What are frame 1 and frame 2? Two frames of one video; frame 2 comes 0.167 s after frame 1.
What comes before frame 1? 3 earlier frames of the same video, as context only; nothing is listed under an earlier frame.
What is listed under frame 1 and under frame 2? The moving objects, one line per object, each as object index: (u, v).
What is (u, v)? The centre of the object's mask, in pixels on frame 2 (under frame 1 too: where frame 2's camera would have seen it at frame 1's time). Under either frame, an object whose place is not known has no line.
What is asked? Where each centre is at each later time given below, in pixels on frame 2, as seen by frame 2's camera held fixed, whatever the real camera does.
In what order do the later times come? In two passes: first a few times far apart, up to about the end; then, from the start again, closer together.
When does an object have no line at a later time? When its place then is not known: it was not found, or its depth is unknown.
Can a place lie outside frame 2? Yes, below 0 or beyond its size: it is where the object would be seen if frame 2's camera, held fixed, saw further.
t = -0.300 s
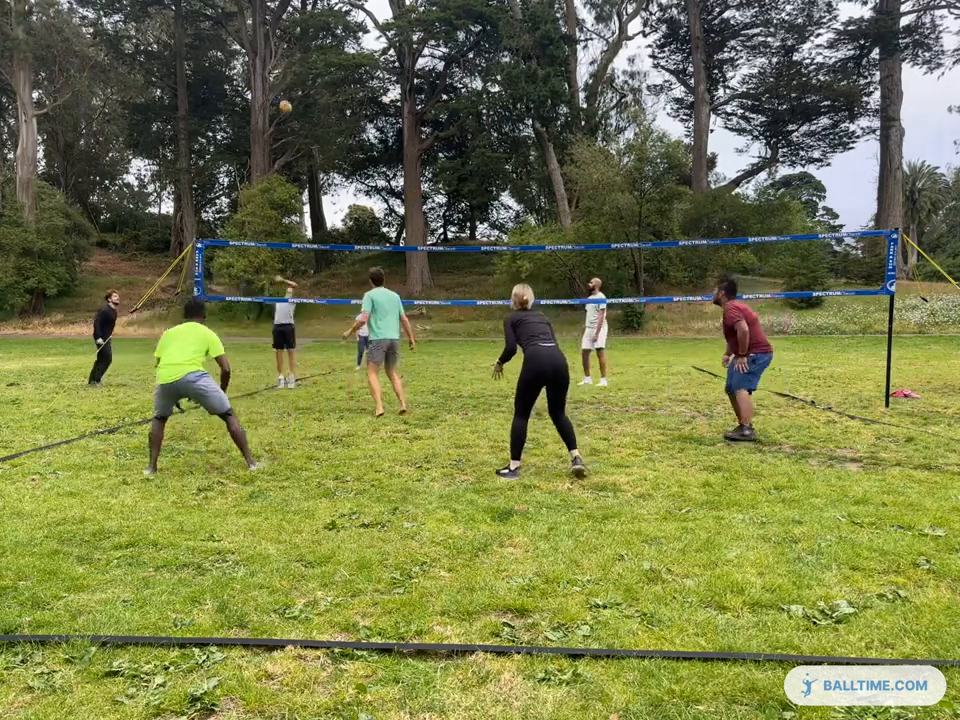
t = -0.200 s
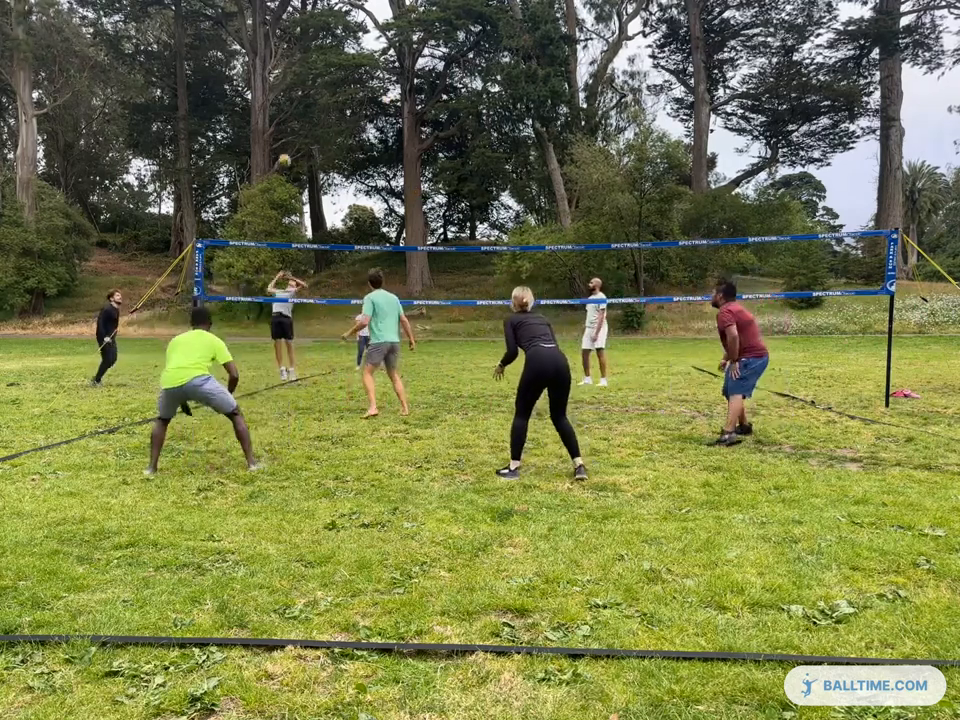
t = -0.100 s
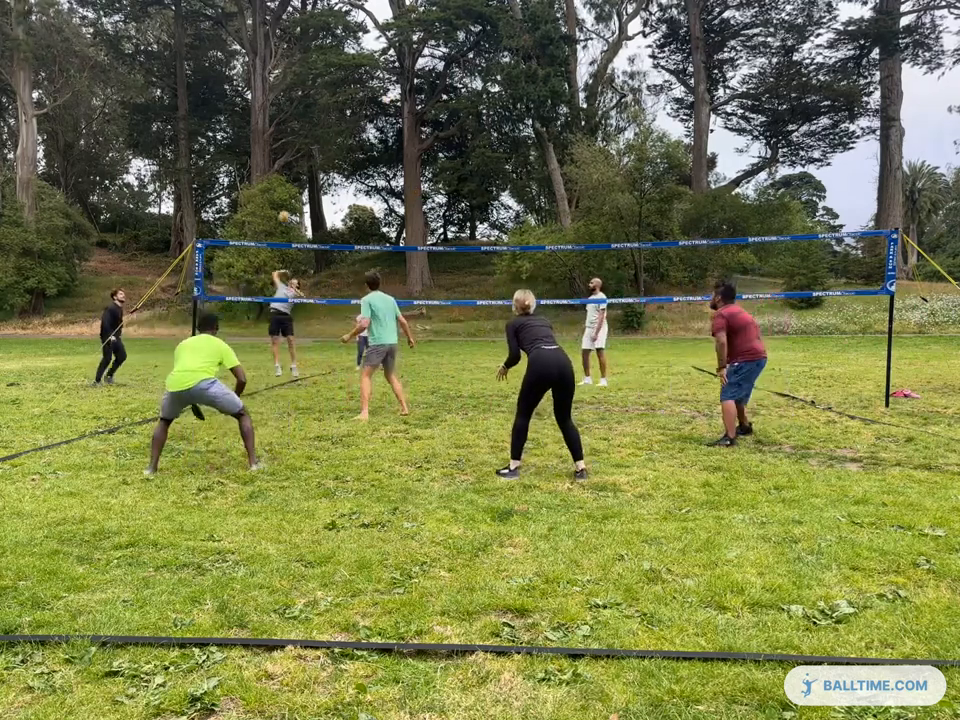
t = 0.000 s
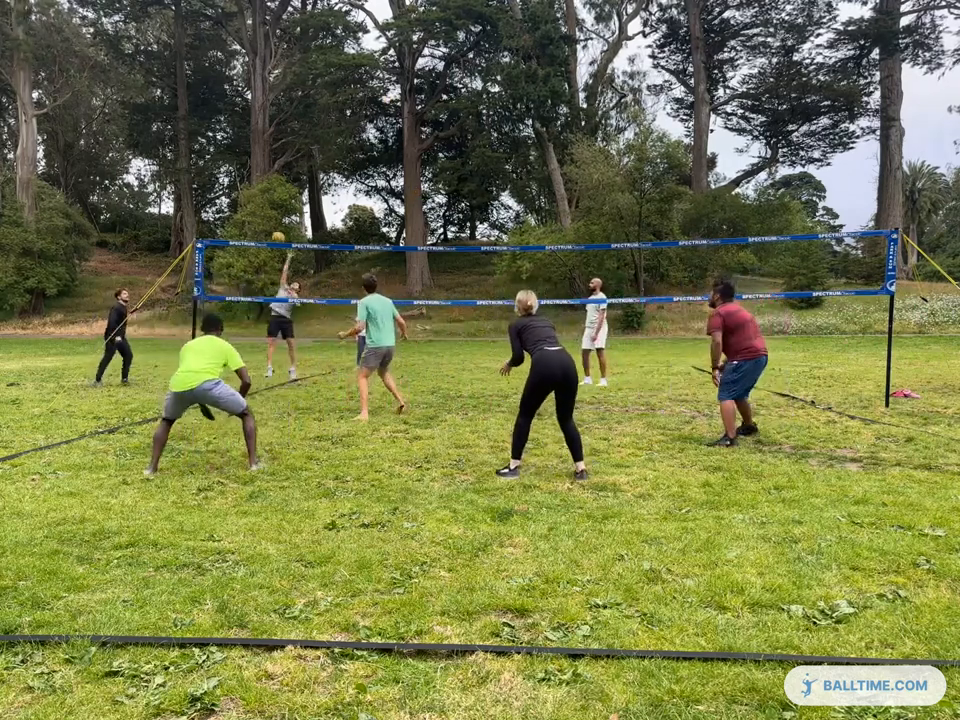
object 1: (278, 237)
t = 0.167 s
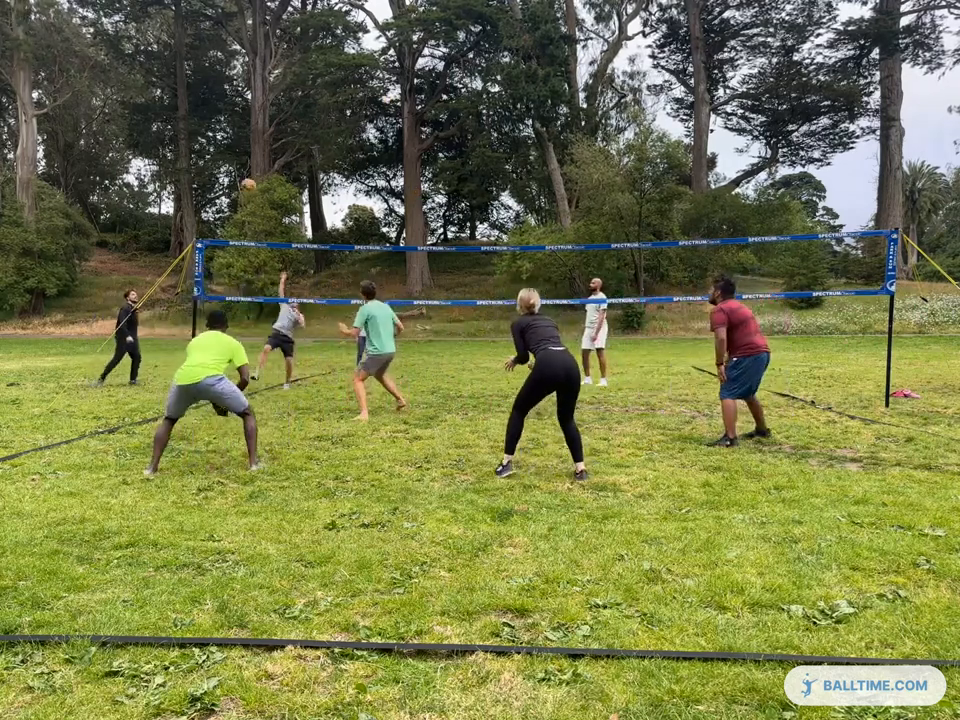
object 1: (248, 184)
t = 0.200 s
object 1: (242, 175)
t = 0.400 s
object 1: (192, 127)
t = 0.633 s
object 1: (106, 102)
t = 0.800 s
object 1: (13, 123)
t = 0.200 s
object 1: (242, 175)
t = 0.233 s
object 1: (235, 166)
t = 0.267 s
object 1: (227, 157)
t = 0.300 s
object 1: (219, 151)
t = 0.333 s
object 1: (211, 141)
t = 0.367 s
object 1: (201, 134)
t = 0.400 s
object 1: (192, 127)
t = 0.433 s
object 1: (182, 121)
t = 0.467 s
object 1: (171, 116)
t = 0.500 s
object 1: (160, 111)
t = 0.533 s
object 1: (148, 107)
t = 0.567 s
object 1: (135, 104)
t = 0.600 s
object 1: (121, 103)
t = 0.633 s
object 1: (106, 102)
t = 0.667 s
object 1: (89, 102)
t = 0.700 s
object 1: (72, 104)
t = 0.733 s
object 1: (54, 108)
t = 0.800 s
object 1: (13, 123)
